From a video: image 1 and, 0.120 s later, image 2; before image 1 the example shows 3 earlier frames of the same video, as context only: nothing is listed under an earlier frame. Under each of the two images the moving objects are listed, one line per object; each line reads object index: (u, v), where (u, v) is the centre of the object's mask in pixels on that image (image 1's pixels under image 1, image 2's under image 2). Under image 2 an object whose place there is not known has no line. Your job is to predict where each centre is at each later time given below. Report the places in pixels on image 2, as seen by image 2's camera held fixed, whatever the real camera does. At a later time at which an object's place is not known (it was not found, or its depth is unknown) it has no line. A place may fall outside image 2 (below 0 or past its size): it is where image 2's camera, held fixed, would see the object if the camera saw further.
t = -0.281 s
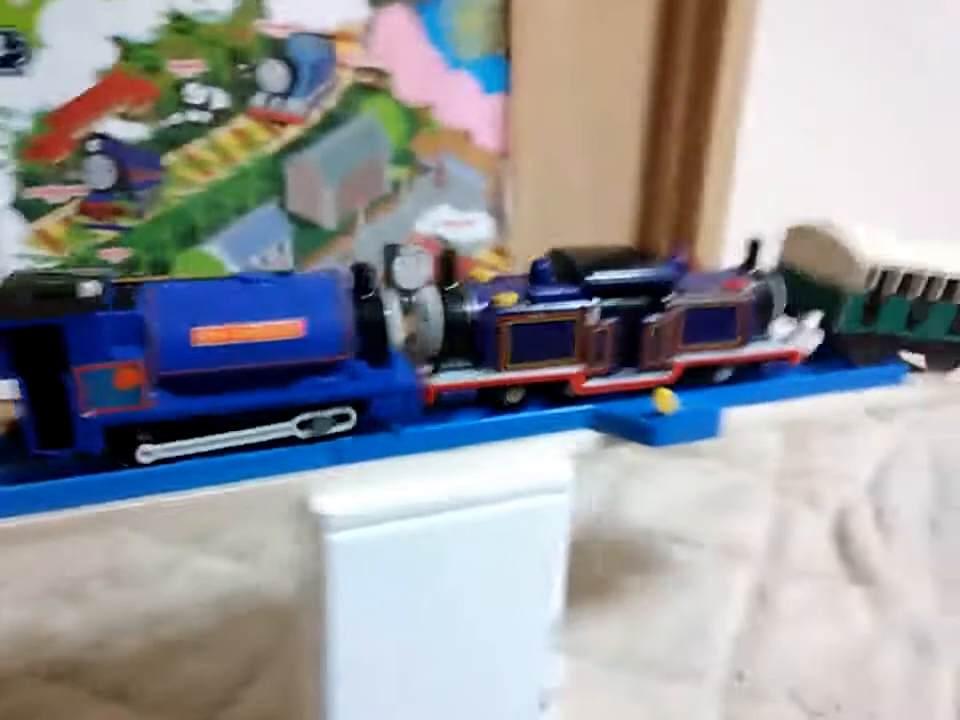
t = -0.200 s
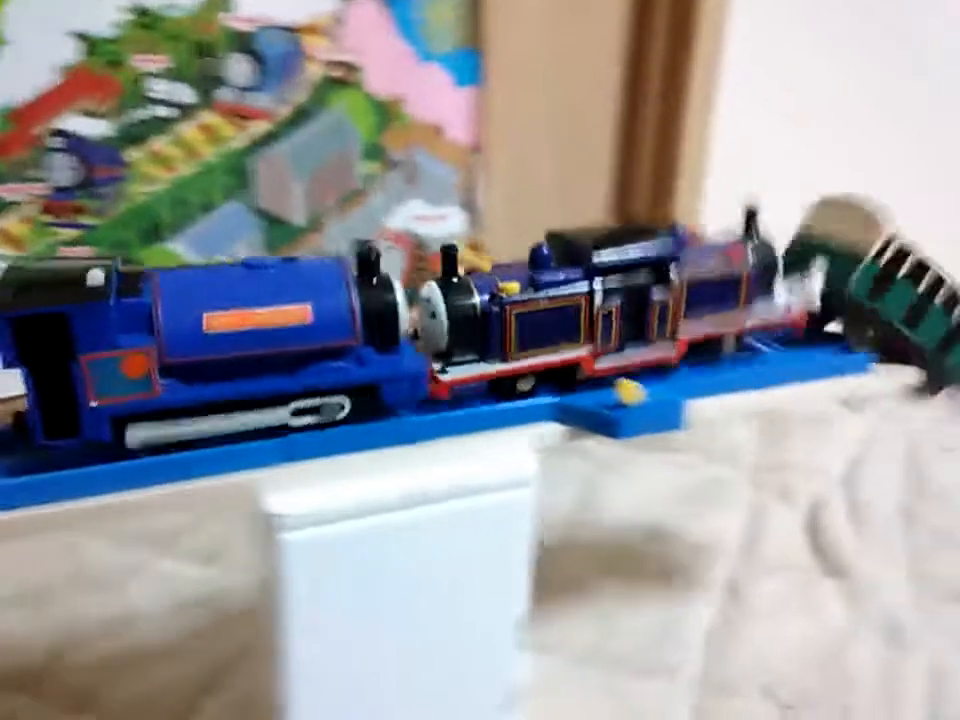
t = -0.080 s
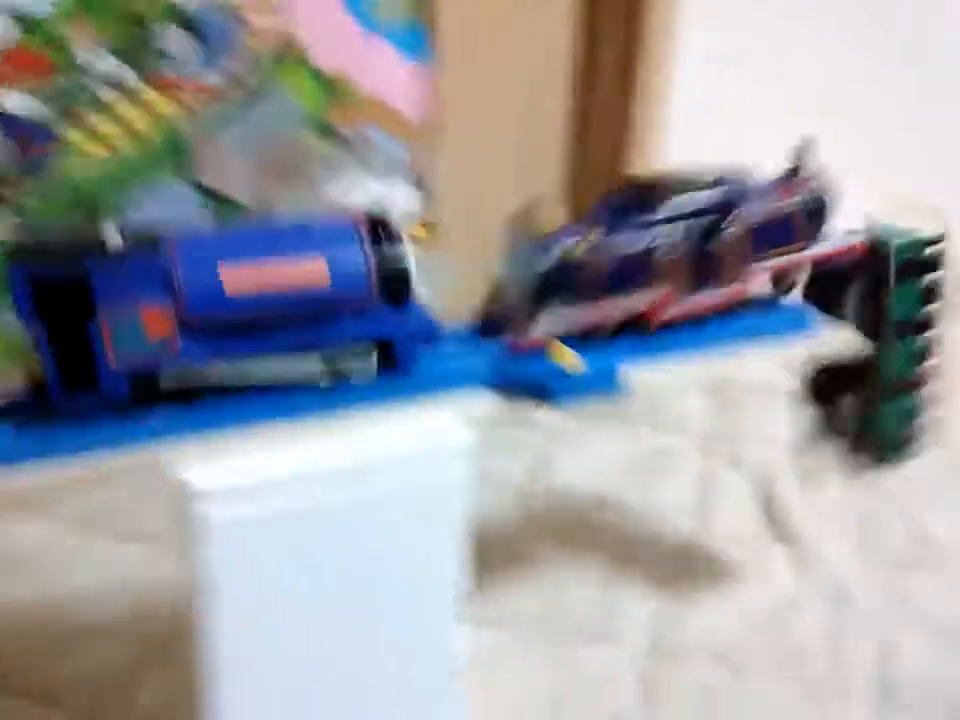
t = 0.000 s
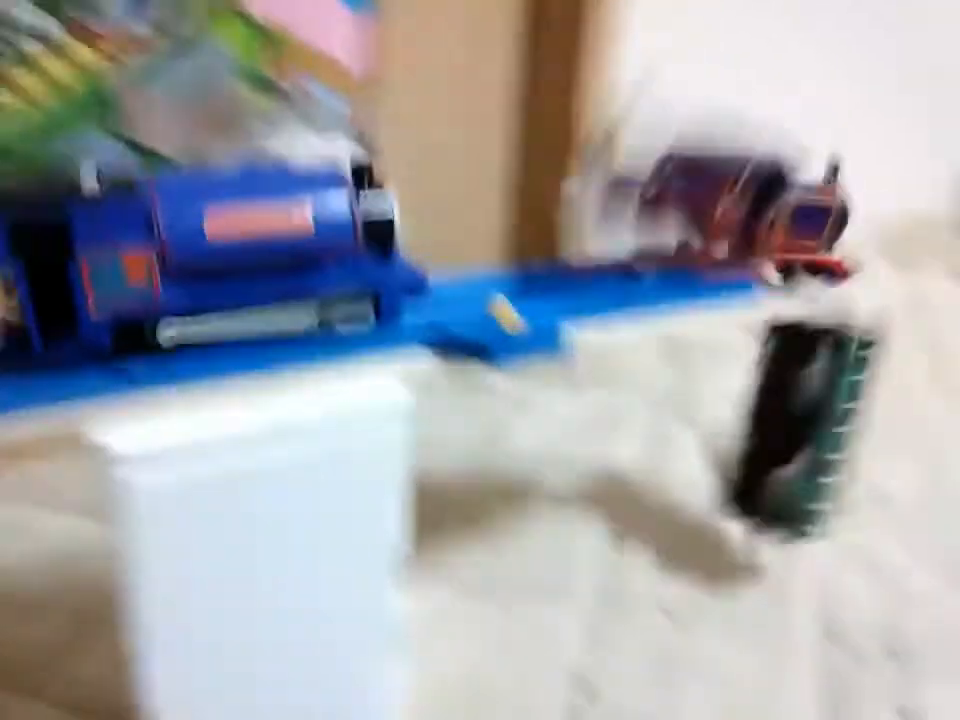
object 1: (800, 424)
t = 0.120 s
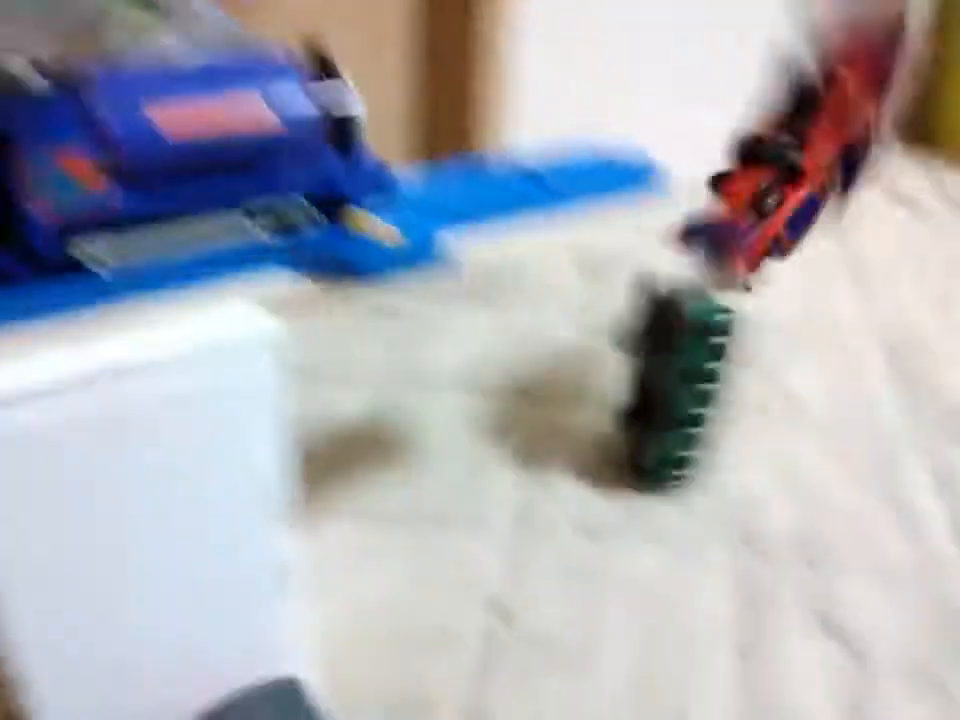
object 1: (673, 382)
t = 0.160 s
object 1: (684, 371)
